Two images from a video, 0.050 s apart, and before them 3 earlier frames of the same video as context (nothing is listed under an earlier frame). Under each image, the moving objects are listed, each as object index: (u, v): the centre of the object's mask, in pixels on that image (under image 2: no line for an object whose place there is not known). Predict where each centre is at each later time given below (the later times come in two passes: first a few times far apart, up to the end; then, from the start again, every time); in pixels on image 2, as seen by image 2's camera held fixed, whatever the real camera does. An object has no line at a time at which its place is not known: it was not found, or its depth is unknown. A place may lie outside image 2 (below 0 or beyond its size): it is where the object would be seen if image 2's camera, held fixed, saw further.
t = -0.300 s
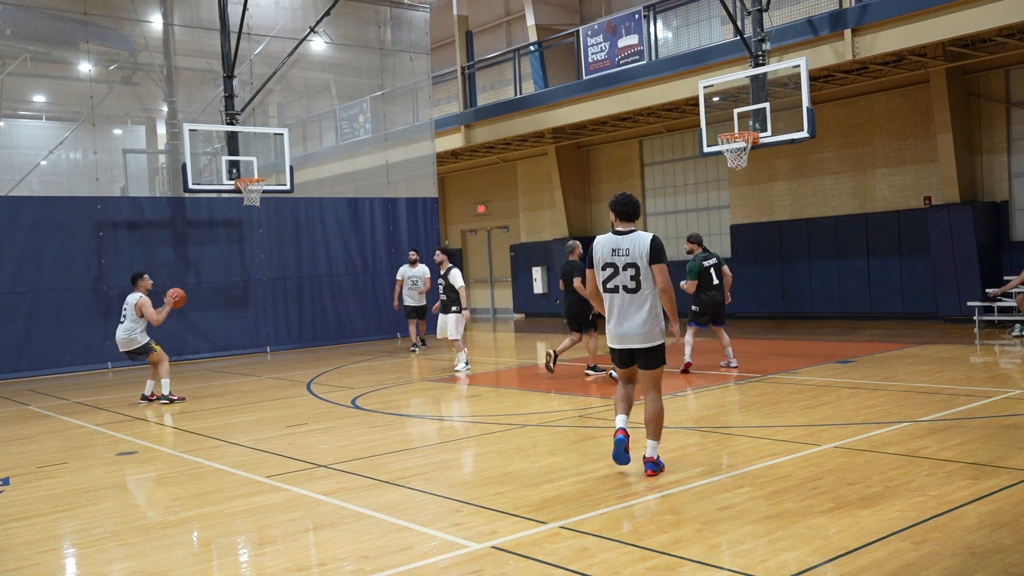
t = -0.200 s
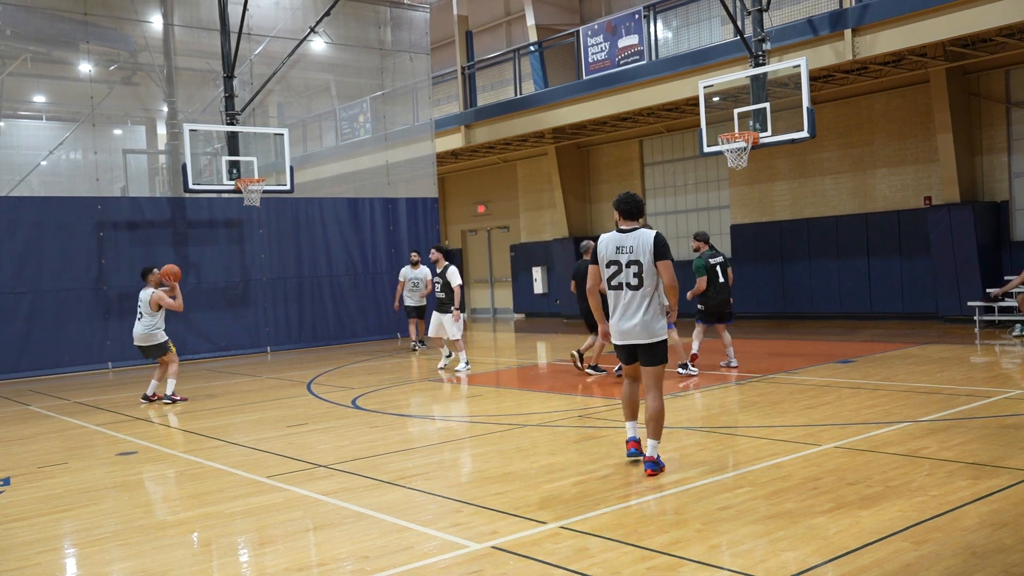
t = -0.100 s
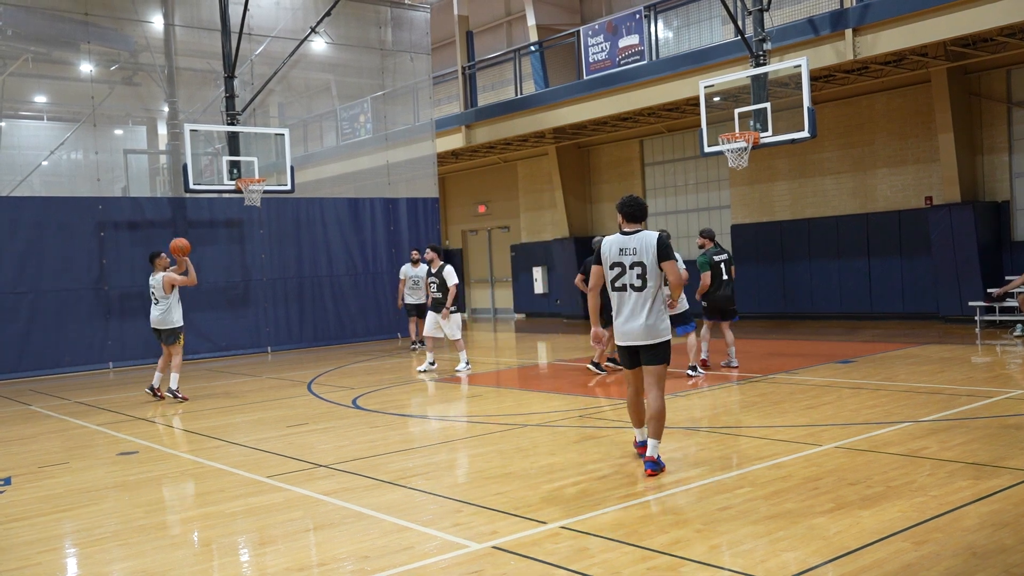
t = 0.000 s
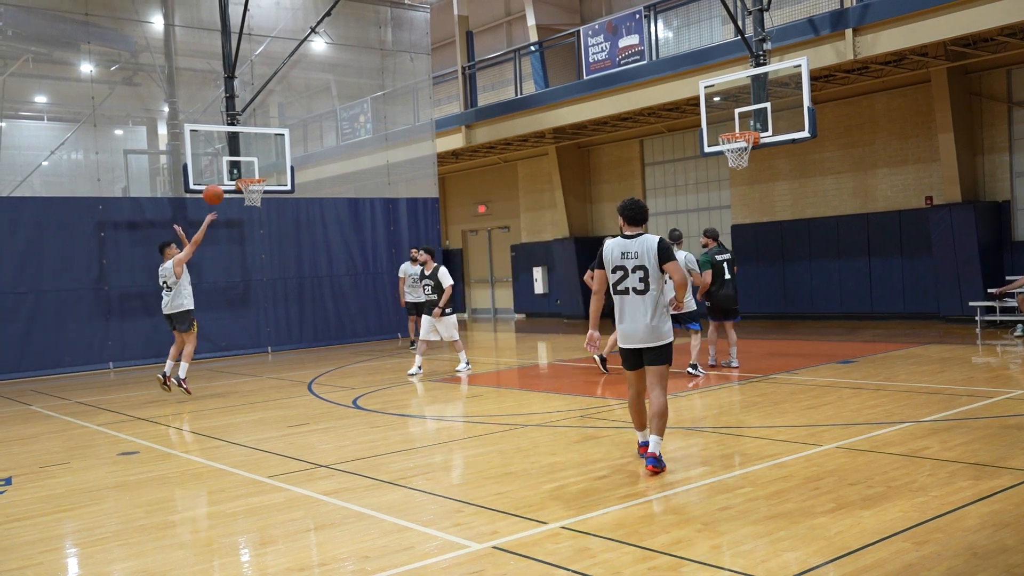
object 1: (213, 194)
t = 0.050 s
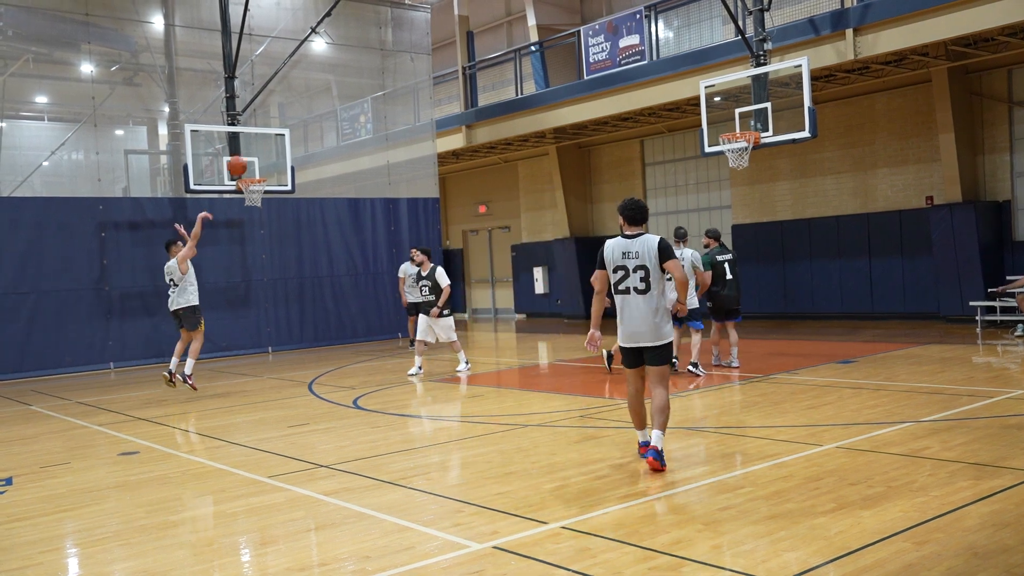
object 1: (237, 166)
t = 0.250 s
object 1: (329, 76)
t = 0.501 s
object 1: (438, 14)
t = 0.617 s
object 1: (487, 6)
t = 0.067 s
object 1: (244, 157)
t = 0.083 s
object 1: (253, 148)
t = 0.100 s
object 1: (260, 140)
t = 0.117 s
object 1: (268, 131)
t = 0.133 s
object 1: (275, 123)
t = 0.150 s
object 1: (283, 116)
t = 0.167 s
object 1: (291, 108)
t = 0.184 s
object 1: (299, 101)
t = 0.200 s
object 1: (306, 95)
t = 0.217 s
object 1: (314, 88)
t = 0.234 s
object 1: (321, 82)
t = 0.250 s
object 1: (329, 76)
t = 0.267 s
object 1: (336, 70)
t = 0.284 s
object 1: (343, 65)
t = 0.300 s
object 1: (351, 59)
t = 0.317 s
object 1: (358, 54)
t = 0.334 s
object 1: (366, 49)
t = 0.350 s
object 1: (373, 44)
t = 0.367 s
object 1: (381, 40)
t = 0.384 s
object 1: (388, 36)
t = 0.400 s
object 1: (395, 32)
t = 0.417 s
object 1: (402, 28)
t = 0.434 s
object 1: (410, 25)
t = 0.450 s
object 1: (417, 22)
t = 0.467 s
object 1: (424, 19)
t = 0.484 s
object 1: (431, 17)
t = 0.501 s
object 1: (438, 14)
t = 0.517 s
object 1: (445, 12)
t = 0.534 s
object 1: (453, 9)
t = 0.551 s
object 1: (459, 8)
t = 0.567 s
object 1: (466, 8)
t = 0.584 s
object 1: (473, 7)
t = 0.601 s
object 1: (480, 6)
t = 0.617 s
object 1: (487, 6)
